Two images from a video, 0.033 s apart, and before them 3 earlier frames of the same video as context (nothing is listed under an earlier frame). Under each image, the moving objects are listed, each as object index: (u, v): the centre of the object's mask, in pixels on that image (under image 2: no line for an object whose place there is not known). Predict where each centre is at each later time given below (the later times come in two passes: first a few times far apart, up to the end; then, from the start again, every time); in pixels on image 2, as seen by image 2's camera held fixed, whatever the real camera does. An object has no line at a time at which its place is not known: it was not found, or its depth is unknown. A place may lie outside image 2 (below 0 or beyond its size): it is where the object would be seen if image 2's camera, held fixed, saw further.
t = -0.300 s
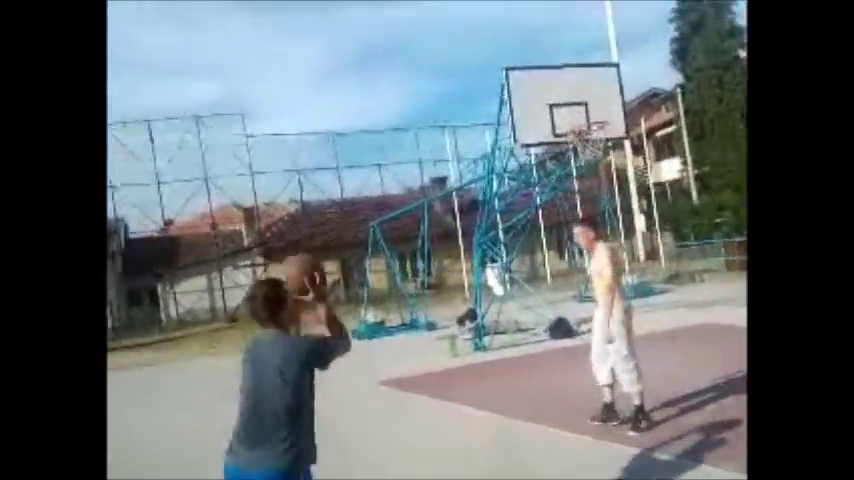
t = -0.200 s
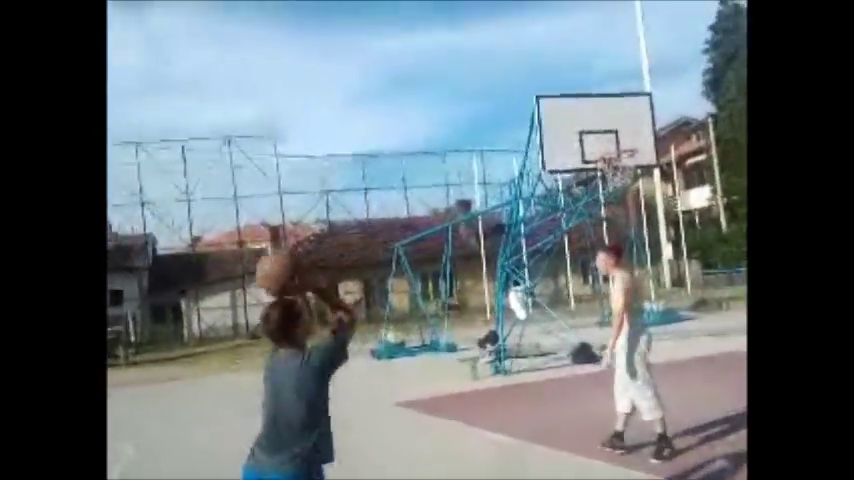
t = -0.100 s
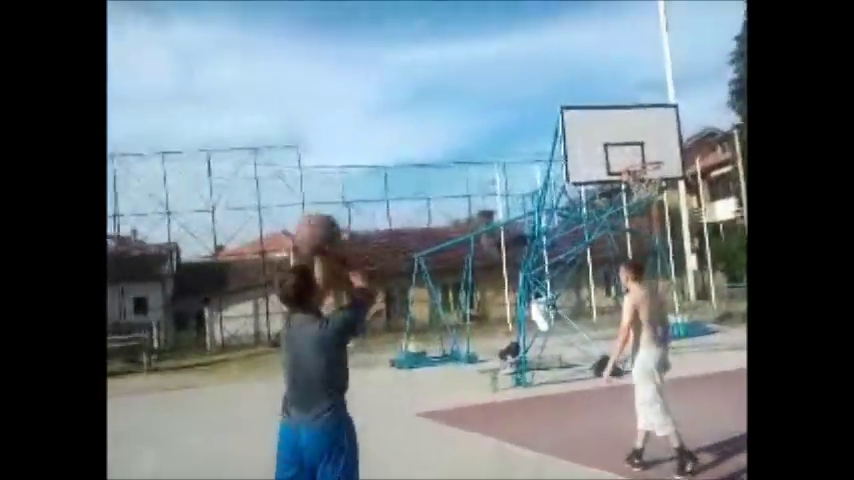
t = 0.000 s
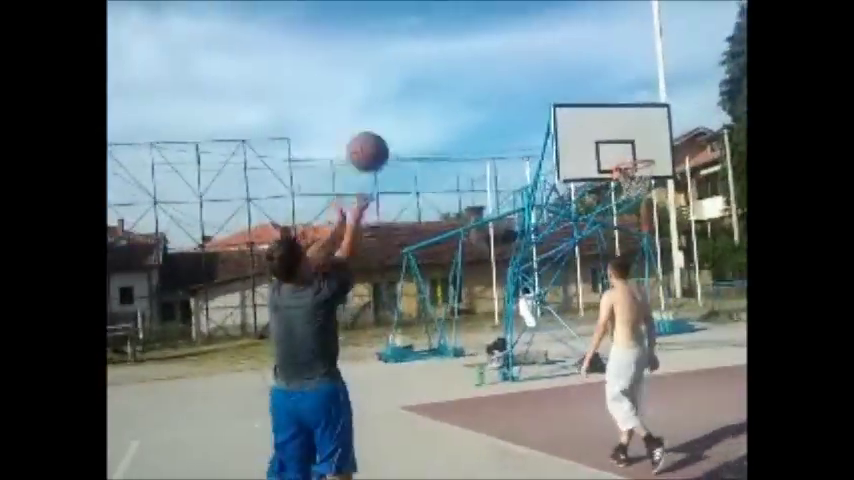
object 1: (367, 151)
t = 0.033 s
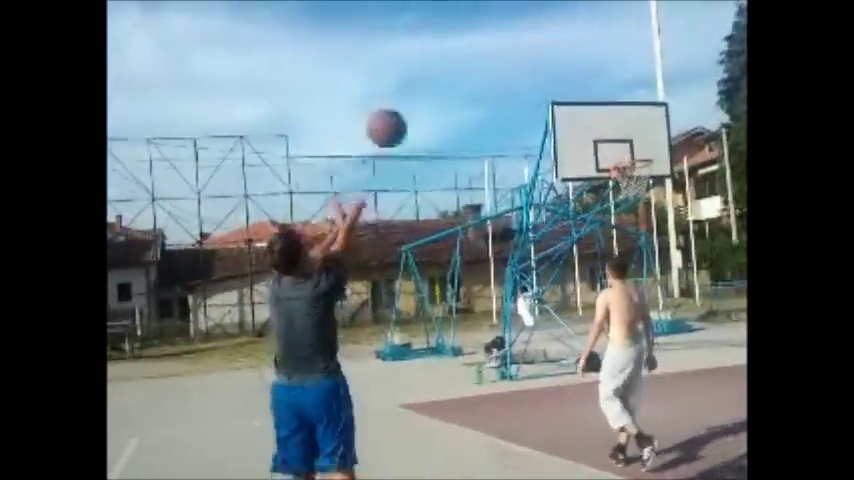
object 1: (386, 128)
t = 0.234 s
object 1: (484, 58)
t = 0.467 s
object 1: (558, 57)
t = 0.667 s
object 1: (603, 97)
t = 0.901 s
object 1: (641, 143)
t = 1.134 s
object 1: (674, 89)
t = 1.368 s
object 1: (715, 76)
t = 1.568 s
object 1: (753, 99)
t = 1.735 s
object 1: (795, 157)
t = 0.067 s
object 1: (405, 110)
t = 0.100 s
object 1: (424, 95)
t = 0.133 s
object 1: (440, 82)
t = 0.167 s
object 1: (456, 72)
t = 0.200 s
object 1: (471, 65)
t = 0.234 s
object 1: (484, 58)
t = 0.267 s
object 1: (497, 56)
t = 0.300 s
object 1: (509, 54)
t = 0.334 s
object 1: (519, 49)
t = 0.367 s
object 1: (530, 49)
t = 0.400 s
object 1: (540, 50)
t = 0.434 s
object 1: (549, 53)
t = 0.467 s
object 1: (558, 57)
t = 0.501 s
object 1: (567, 62)
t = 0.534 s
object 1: (575, 67)
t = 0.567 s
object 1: (582, 74)
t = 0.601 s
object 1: (588, 82)
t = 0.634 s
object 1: (595, 90)
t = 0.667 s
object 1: (603, 97)
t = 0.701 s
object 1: (609, 108)
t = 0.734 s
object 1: (616, 117)
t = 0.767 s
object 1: (621, 127)
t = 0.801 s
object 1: (627, 137)
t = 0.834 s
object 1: (633, 148)
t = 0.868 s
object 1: (638, 153)
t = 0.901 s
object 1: (641, 143)
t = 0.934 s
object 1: (646, 133)
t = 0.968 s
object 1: (650, 124)
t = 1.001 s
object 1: (653, 115)
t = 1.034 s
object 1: (660, 107)
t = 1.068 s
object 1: (664, 100)
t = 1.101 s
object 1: (668, 95)
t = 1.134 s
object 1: (674, 89)
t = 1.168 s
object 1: (679, 84)
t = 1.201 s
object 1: (684, 81)
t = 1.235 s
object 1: (690, 78)
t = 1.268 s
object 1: (695, 77)
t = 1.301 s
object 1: (700, 75)
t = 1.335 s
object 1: (707, 74)
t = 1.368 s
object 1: (715, 76)
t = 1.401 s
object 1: (720, 76)
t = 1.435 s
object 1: (725, 77)
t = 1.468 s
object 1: (730, 81)
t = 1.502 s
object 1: (739, 86)
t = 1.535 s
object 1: (745, 92)
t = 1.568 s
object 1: (753, 99)
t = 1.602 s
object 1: (760, 108)
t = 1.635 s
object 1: (767, 118)
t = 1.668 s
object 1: (776, 128)
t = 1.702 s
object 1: (787, 140)
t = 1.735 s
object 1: (795, 157)
